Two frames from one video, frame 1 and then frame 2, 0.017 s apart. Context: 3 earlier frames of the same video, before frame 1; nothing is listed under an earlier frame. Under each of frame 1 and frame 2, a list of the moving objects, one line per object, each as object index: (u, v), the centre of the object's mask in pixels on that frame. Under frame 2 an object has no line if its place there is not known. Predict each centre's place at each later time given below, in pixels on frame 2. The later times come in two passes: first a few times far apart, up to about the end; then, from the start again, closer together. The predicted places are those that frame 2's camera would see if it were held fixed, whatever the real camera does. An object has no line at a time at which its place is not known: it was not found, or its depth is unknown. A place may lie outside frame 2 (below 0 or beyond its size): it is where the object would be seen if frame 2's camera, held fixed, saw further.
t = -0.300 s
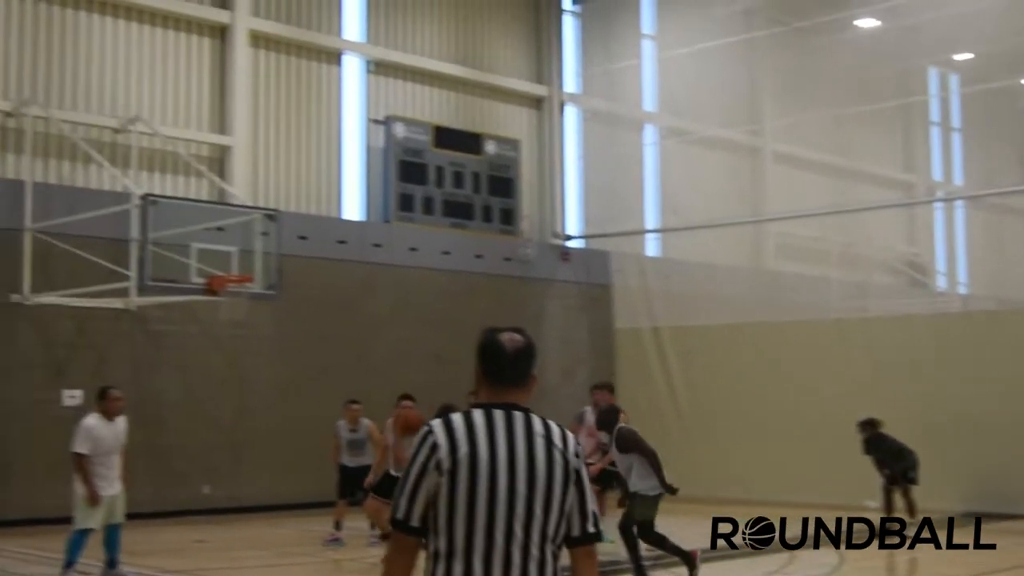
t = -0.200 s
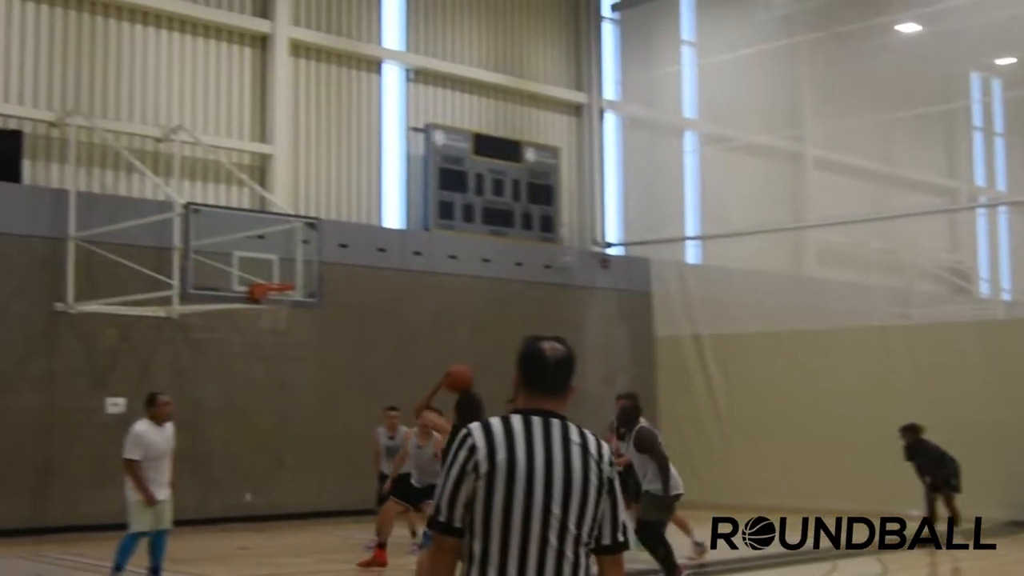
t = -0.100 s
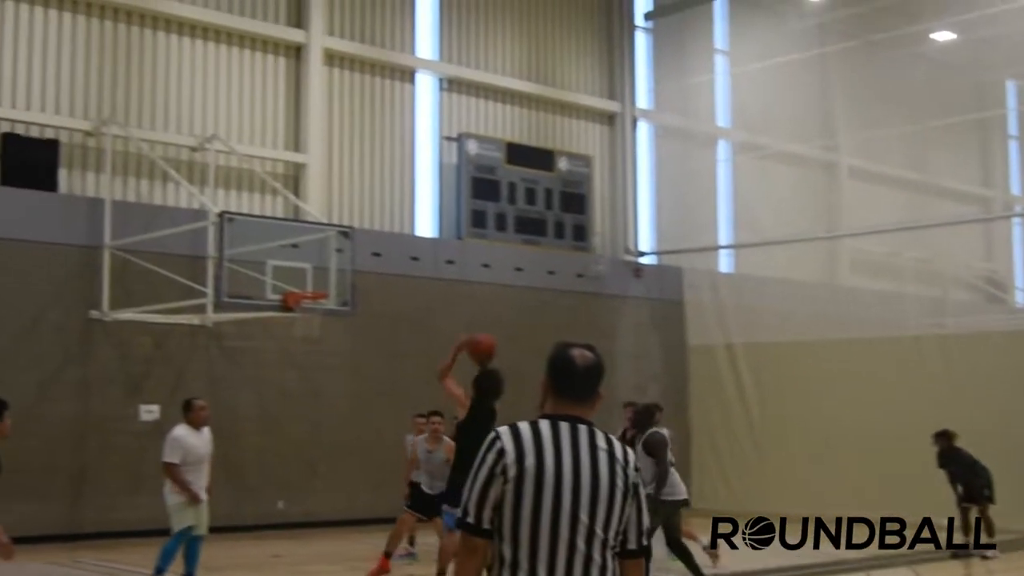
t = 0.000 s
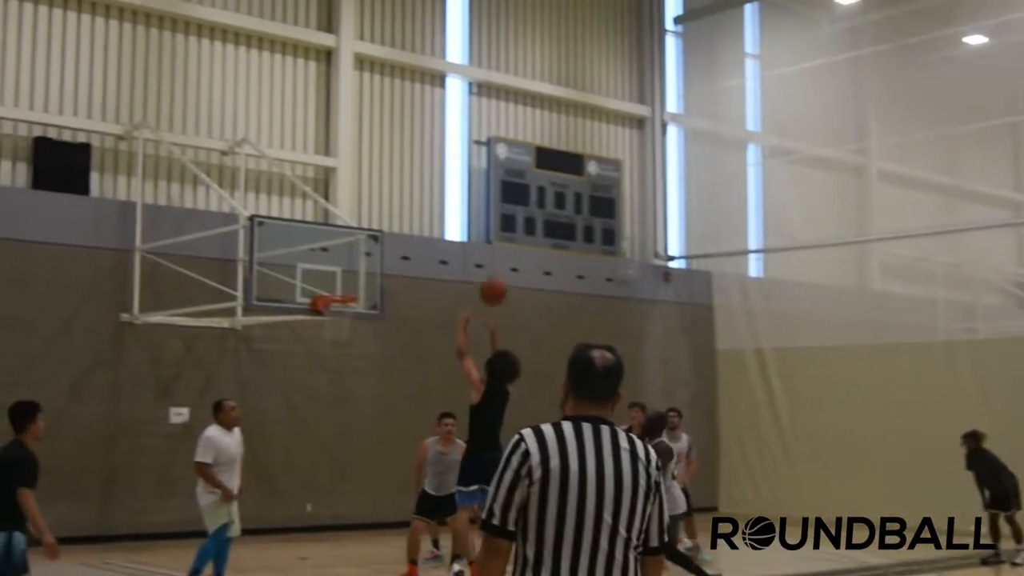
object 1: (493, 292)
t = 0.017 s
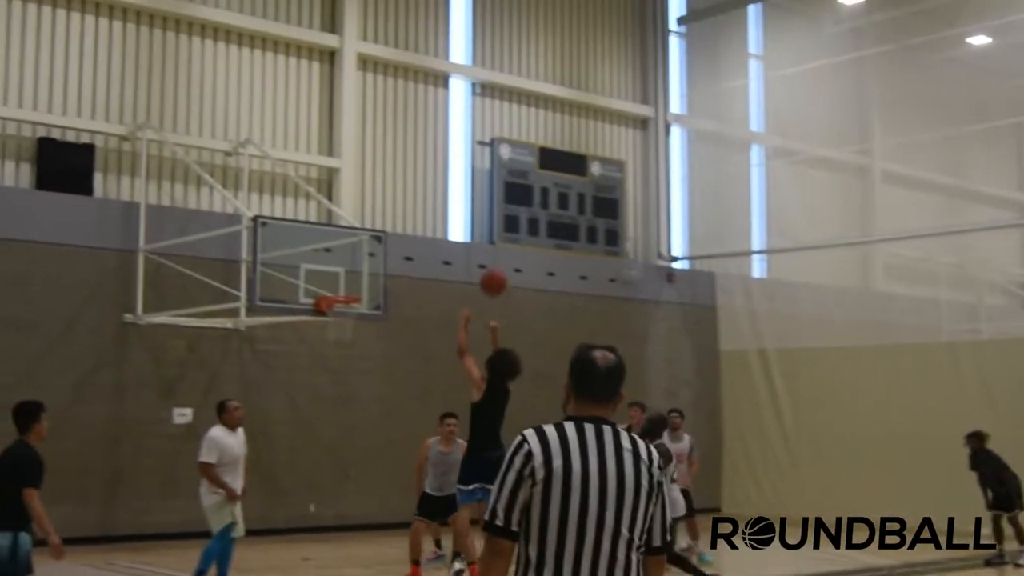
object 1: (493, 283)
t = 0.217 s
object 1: (460, 199)
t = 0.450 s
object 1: (425, 164)
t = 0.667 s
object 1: (398, 179)
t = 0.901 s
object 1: (371, 237)
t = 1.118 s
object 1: (355, 274)
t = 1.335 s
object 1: (373, 240)
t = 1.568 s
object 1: (399, 244)
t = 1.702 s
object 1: (414, 266)
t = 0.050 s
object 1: (488, 265)
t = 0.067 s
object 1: (485, 256)
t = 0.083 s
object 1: (482, 248)
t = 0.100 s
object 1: (478, 241)
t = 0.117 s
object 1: (476, 233)
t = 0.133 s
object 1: (474, 226)
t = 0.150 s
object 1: (471, 220)
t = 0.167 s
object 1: (468, 214)
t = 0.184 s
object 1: (465, 209)
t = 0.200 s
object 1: (462, 204)
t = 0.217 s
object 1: (460, 199)
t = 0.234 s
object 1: (456, 195)
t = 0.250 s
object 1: (454, 190)
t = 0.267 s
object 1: (451, 187)
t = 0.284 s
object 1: (448, 183)
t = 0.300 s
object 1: (445, 180)
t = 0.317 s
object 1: (443, 177)
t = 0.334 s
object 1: (441, 174)
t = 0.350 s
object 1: (439, 172)
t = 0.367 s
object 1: (437, 170)
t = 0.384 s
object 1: (435, 168)
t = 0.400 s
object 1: (432, 167)
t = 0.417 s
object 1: (430, 165)
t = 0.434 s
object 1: (428, 165)
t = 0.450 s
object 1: (425, 164)
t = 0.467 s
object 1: (423, 164)
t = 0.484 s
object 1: (421, 164)
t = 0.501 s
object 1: (419, 164)
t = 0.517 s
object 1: (416, 164)
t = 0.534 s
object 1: (415, 165)
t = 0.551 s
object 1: (412, 166)
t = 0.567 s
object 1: (410, 167)
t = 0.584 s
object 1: (408, 168)
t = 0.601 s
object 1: (406, 170)
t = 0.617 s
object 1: (404, 172)
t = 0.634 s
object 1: (402, 174)
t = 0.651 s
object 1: (400, 176)
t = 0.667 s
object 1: (398, 179)
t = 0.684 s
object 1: (396, 181)
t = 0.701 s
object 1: (394, 184)
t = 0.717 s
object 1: (391, 188)
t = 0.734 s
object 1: (390, 191)
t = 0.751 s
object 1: (387, 195)
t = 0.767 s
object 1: (386, 198)
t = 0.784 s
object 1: (384, 203)
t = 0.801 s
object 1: (382, 207)
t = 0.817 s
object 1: (380, 211)
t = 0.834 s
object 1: (378, 216)
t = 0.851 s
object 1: (377, 221)
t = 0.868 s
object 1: (374, 225)
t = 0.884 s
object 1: (372, 231)
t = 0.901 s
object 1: (371, 237)
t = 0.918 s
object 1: (369, 243)
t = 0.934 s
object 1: (367, 249)
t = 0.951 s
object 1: (365, 254)
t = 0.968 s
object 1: (363, 260)
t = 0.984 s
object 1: (362, 267)
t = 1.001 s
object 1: (360, 274)
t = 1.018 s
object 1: (358, 280)
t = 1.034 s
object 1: (356, 287)
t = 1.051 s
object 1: (355, 290)
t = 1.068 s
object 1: (355, 287)
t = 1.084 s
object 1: (355, 283)
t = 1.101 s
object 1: (355, 279)
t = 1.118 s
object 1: (355, 274)
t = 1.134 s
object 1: (355, 271)
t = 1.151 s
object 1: (354, 268)
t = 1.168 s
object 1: (355, 264)
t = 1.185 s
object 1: (355, 261)
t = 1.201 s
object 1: (357, 258)
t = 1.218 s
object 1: (359, 255)
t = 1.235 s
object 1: (361, 252)
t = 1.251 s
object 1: (363, 250)
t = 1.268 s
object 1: (365, 247)
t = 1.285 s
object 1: (368, 245)
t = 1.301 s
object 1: (369, 244)
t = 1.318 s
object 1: (371, 242)
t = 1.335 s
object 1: (373, 240)
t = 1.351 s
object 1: (375, 239)
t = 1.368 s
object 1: (376, 238)
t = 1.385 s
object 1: (378, 237)
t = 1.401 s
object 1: (380, 237)
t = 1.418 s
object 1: (382, 236)
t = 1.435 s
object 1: (384, 236)
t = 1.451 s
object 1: (386, 237)
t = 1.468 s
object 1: (388, 237)
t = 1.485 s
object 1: (389, 237)
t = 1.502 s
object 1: (391, 238)
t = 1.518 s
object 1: (393, 239)
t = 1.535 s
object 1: (396, 241)
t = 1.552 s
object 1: (397, 242)
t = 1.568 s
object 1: (399, 244)
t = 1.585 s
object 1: (401, 246)
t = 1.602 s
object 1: (403, 248)
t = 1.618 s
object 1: (405, 250)
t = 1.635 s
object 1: (406, 253)
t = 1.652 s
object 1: (409, 256)
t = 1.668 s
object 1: (410, 259)
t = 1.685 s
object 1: (412, 262)
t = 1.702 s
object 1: (414, 266)
